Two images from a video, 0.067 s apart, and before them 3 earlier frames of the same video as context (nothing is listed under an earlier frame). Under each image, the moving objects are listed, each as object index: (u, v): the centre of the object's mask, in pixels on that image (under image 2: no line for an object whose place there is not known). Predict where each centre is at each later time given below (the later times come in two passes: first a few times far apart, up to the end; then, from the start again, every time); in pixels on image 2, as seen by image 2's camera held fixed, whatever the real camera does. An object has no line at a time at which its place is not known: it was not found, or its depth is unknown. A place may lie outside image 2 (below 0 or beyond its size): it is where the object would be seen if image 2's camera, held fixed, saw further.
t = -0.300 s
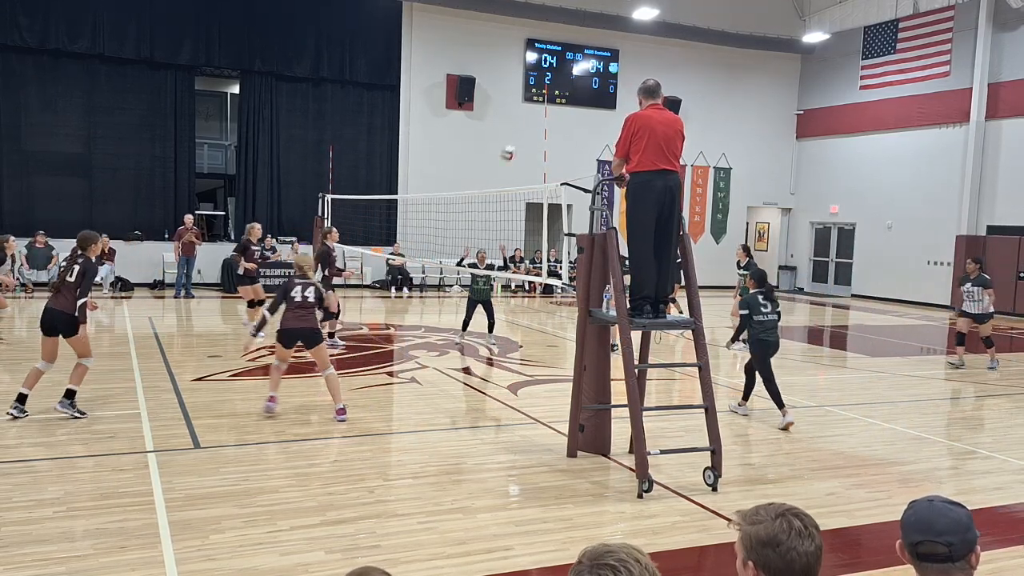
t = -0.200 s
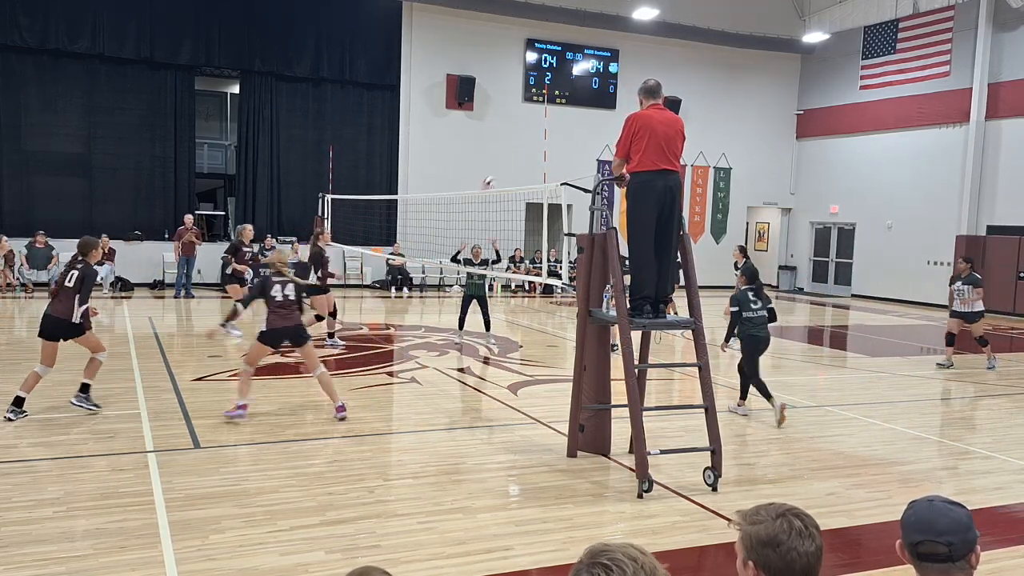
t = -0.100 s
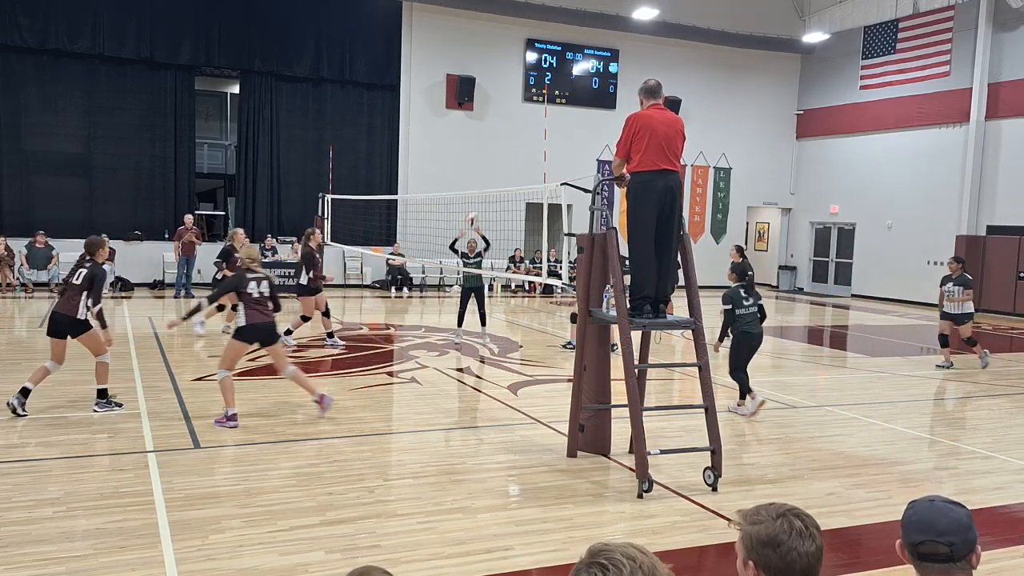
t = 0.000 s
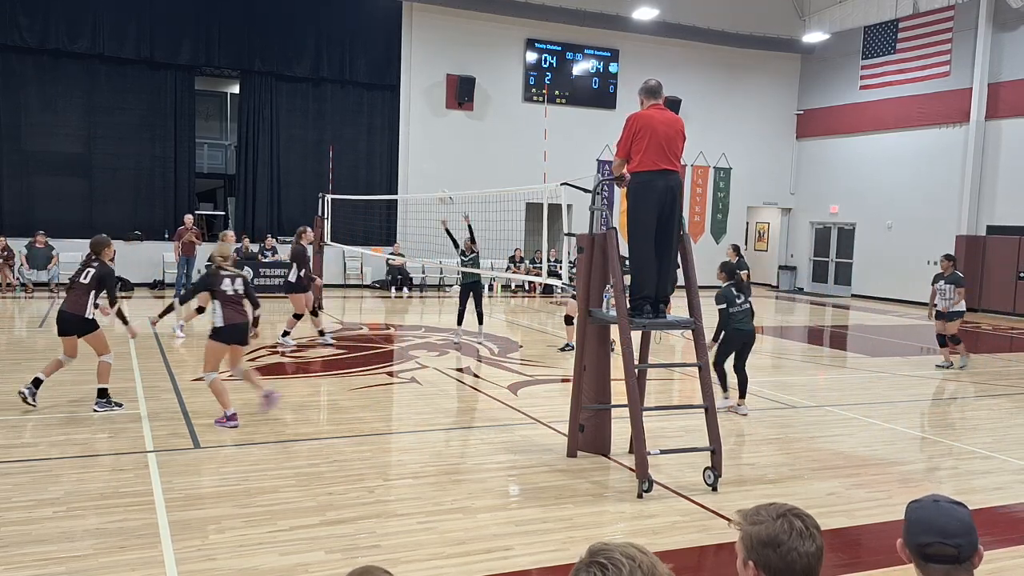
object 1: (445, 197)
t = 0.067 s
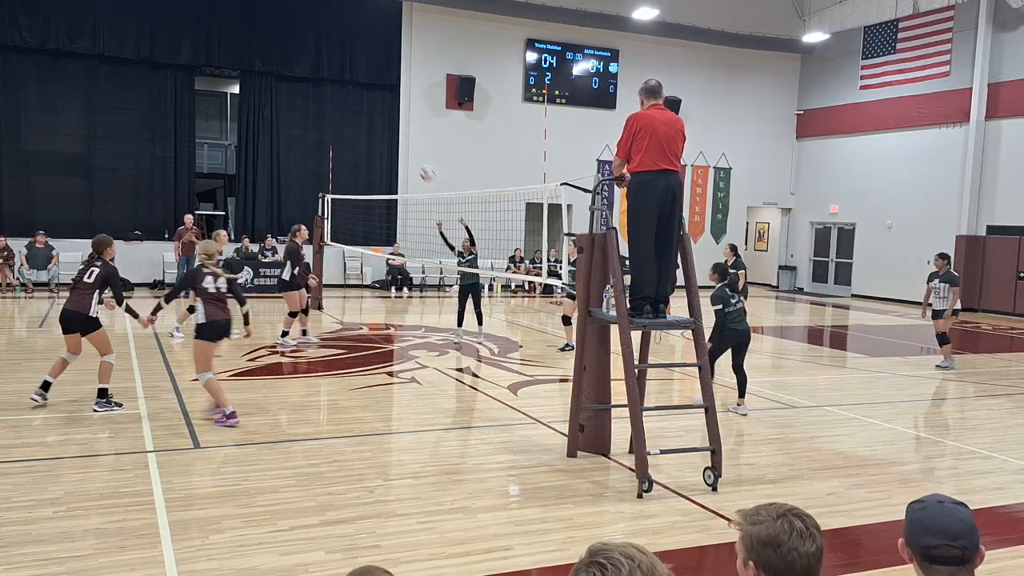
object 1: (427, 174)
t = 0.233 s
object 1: (381, 126)
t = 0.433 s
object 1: (324, 93)
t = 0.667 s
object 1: (255, 90)
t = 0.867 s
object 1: (196, 120)
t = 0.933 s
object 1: (176, 137)
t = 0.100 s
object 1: (417, 163)
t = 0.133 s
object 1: (410, 153)
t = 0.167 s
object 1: (399, 143)
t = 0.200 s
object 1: (390, 134)
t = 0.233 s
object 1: (381, 126)
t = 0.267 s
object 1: (372, 118)
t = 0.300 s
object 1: (362, 112)
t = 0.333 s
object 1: (353, 106)
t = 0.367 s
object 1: (343, 101)
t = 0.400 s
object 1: (334, 97)
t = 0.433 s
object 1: (324, 93)
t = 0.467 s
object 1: (314, 91)
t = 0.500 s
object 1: (304, 88)
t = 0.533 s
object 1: (294, 87)
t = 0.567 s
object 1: (285, 86)
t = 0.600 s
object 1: (275, 87)
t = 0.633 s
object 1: (265, 88)
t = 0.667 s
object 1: (255, 90)
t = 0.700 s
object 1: (246, 92)
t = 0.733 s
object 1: (236, 97)
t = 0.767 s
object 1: (225, 101)
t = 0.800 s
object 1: (215, 106)
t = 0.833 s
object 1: (206, 113)
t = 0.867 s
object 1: (196, 120)
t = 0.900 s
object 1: (186, 128)
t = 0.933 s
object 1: (176, 137)
